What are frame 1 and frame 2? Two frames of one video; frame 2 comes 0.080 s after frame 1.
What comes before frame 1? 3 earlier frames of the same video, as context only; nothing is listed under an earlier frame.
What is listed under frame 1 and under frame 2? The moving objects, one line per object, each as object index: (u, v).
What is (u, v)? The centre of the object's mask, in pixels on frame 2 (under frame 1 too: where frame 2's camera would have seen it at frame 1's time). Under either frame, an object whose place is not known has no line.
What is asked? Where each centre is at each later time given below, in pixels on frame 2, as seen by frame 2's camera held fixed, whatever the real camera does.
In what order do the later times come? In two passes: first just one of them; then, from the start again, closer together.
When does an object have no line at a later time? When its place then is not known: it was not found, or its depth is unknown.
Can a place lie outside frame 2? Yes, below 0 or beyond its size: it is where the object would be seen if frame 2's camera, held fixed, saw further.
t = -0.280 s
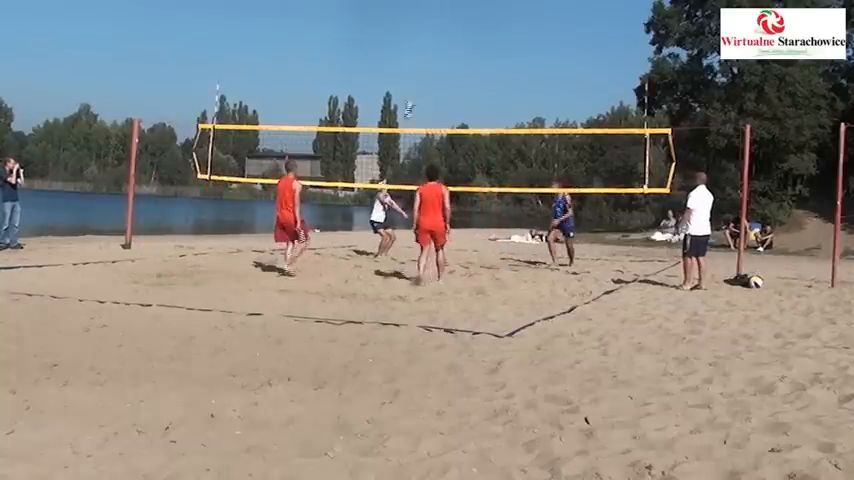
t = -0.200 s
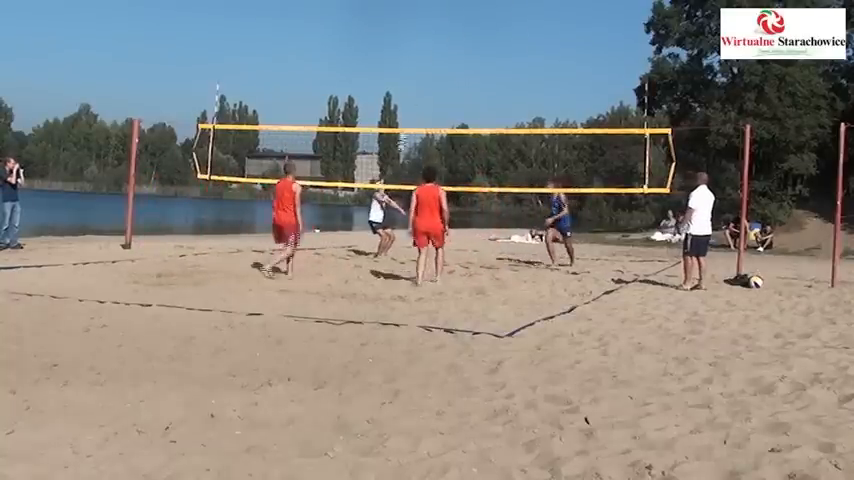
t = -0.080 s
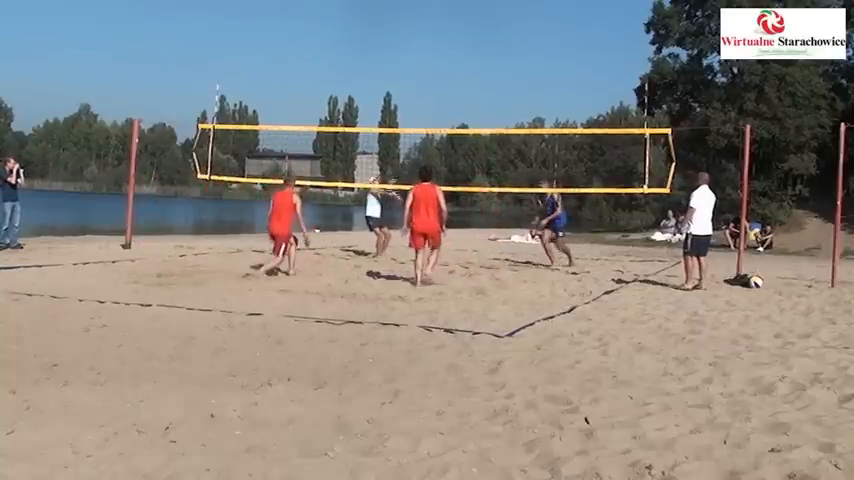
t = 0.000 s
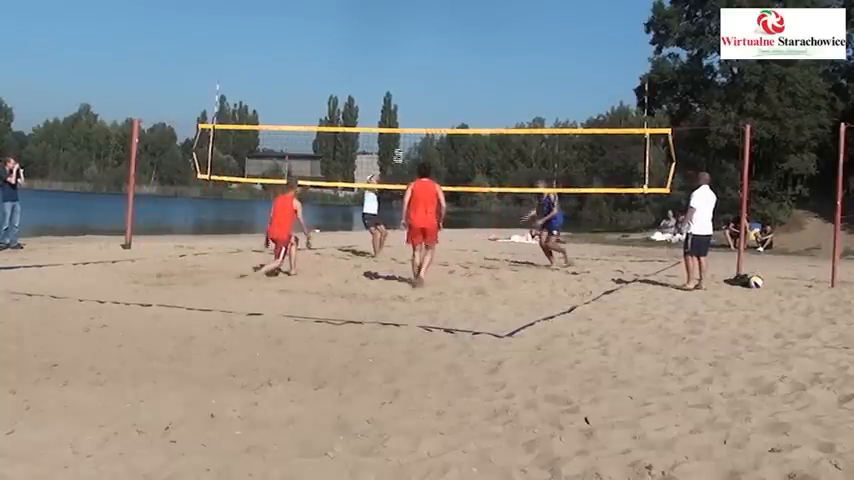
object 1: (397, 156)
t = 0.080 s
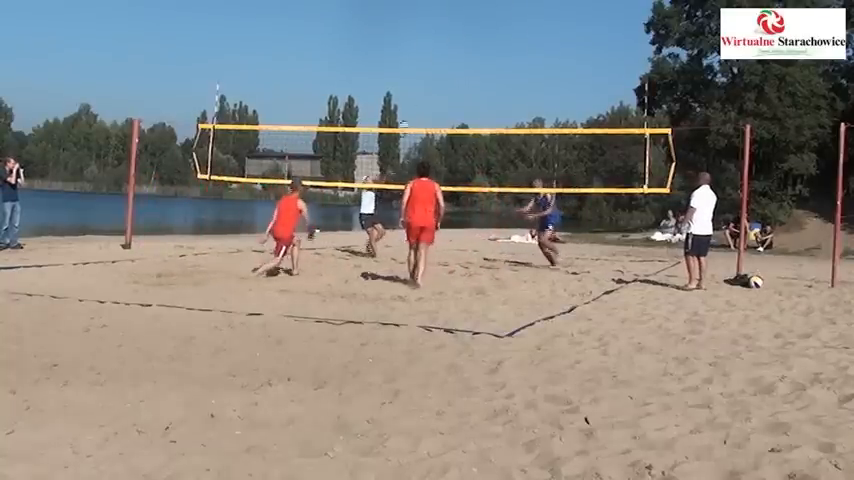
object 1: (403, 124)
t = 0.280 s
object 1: (414, 71)
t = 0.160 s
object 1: (407, 103)
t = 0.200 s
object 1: (409, 91)
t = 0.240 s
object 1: (412, 81)
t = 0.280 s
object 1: (414, 71)
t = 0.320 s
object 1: (416, 61)
